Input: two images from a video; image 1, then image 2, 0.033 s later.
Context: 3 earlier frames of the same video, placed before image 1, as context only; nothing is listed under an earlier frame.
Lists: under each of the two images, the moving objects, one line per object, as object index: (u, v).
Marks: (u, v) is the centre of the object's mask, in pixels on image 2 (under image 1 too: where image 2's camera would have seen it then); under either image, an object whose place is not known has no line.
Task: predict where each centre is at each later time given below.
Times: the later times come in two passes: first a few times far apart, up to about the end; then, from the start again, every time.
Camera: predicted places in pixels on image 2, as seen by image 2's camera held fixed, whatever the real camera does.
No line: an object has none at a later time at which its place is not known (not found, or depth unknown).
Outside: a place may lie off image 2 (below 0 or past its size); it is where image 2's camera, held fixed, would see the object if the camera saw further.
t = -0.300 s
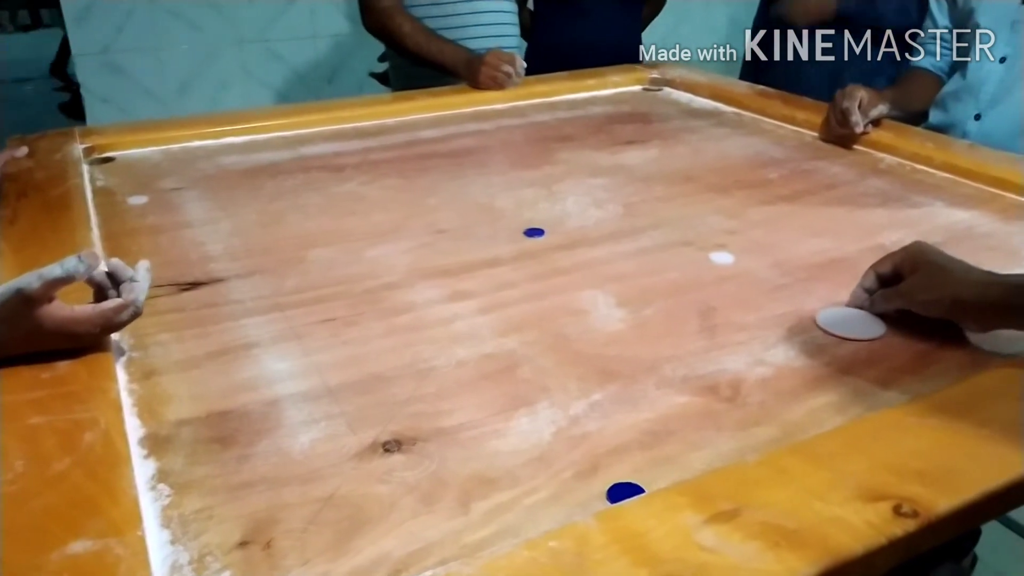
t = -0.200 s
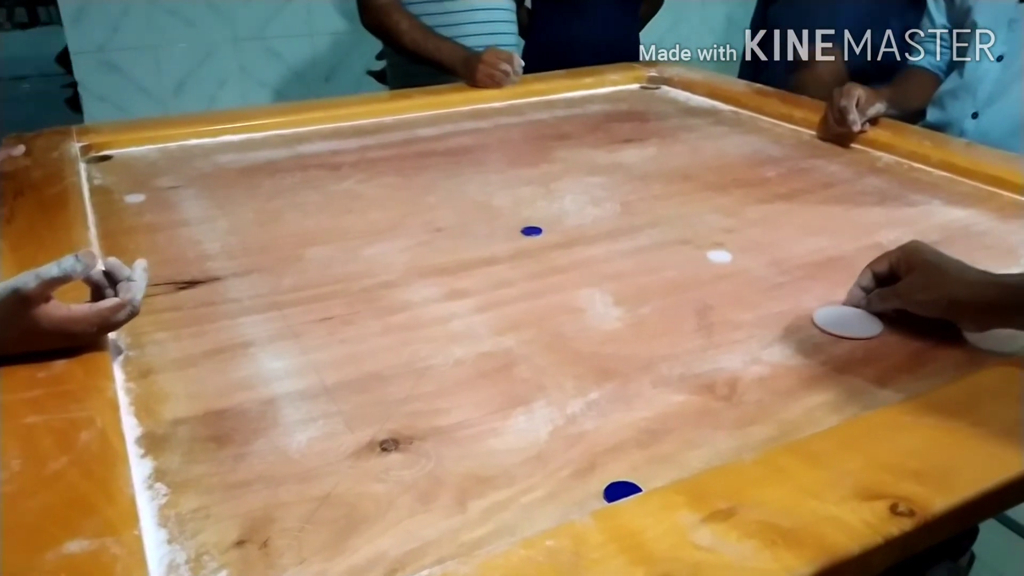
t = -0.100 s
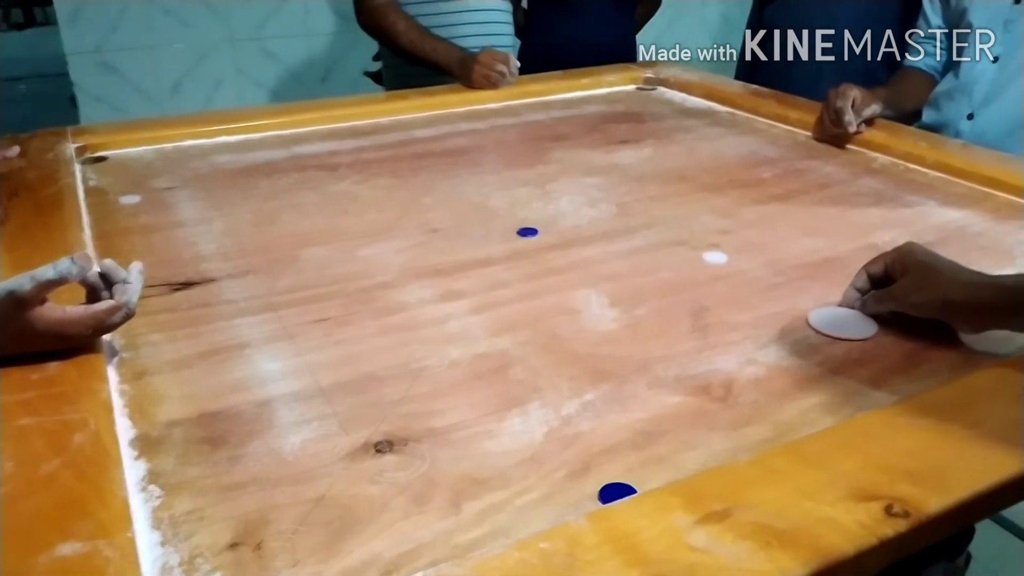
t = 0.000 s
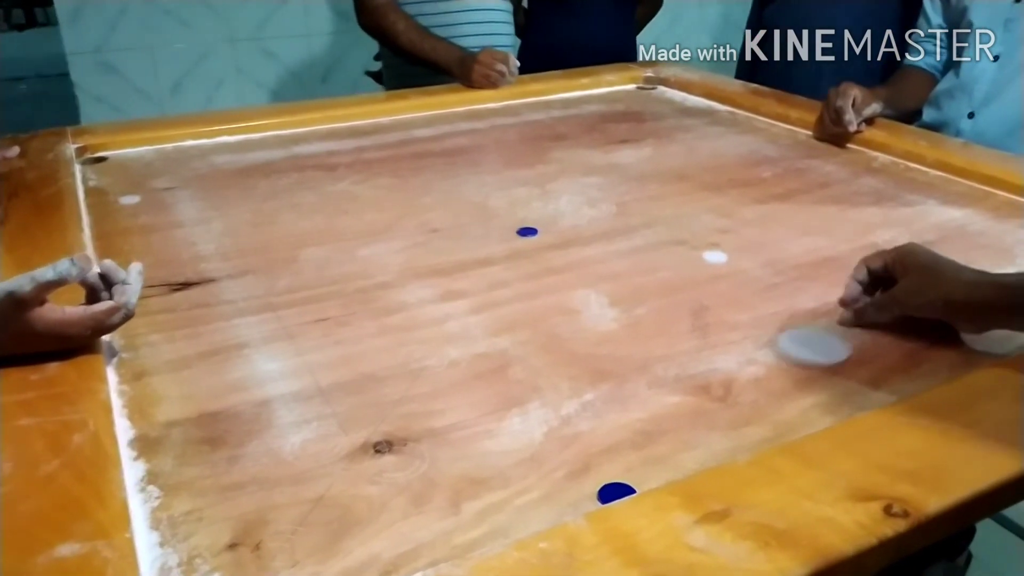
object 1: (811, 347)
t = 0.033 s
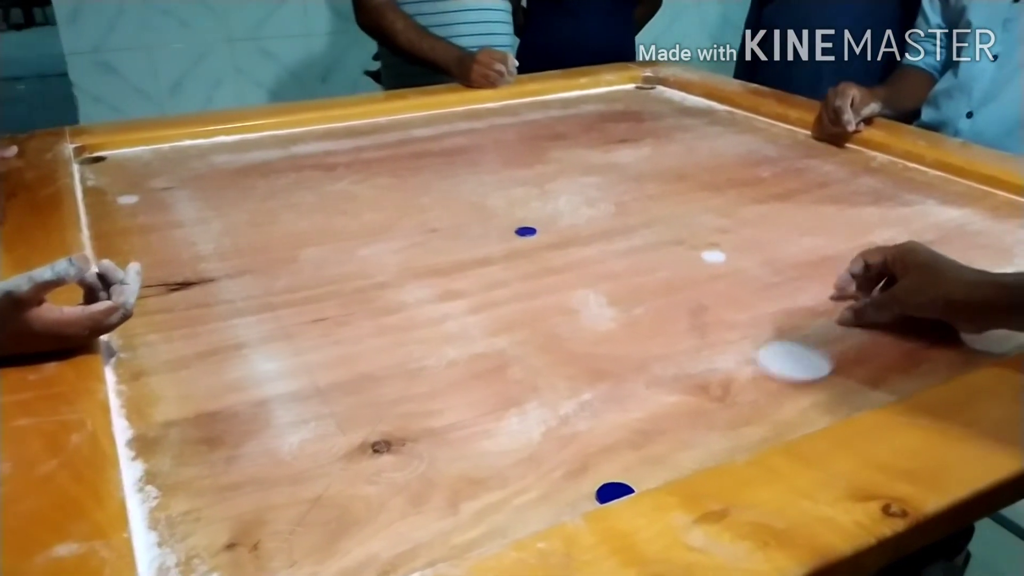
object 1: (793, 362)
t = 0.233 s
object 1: (661, 461)
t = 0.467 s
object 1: (451, 495)
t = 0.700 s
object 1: (263, 524)
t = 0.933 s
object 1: (214, 518)
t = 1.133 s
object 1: (238, 504)
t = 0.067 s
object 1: (776, 376)
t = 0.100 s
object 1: (756, 394)
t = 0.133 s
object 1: (736, 411)
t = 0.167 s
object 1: (715, 429)
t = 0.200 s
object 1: (691, 446)
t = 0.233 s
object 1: (661, 461)
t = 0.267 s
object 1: (630, 467)
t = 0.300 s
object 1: (601, 473)
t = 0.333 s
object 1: (570, 478)
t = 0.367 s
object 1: (539, 482)
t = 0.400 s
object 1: (509, 487)
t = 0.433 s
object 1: (479, 491)
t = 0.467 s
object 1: (451, 495)
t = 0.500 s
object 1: (422, 499)
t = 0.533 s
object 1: (395, 503)
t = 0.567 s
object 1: (367, 508)
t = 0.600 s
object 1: (341, 512)
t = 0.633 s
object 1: (313, 516)
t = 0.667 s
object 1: (288, 520)
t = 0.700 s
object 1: (263, 524)
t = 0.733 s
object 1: (239, 528)
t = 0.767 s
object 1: (216, 531)
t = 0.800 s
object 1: (194, 535)
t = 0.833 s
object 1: (193, 532)
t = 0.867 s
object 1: (201, 526)
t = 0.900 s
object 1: (208, 522)
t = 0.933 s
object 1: (214, 518)
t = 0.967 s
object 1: (220, 514)
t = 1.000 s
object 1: (225, 512)
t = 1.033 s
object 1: (229, 509)
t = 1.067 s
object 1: (232, 507)
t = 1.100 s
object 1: (236, 505)
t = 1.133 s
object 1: (238, 504)
